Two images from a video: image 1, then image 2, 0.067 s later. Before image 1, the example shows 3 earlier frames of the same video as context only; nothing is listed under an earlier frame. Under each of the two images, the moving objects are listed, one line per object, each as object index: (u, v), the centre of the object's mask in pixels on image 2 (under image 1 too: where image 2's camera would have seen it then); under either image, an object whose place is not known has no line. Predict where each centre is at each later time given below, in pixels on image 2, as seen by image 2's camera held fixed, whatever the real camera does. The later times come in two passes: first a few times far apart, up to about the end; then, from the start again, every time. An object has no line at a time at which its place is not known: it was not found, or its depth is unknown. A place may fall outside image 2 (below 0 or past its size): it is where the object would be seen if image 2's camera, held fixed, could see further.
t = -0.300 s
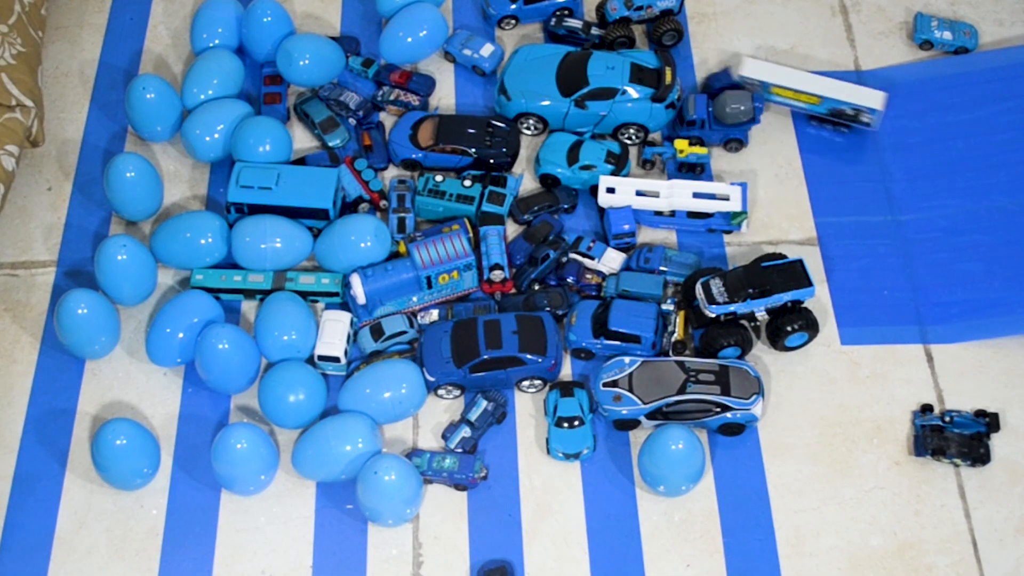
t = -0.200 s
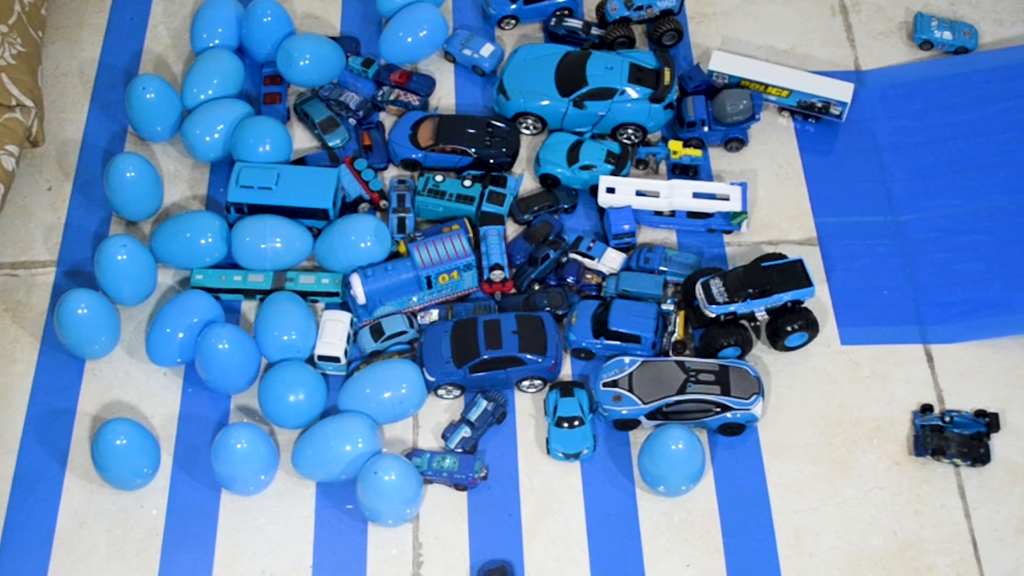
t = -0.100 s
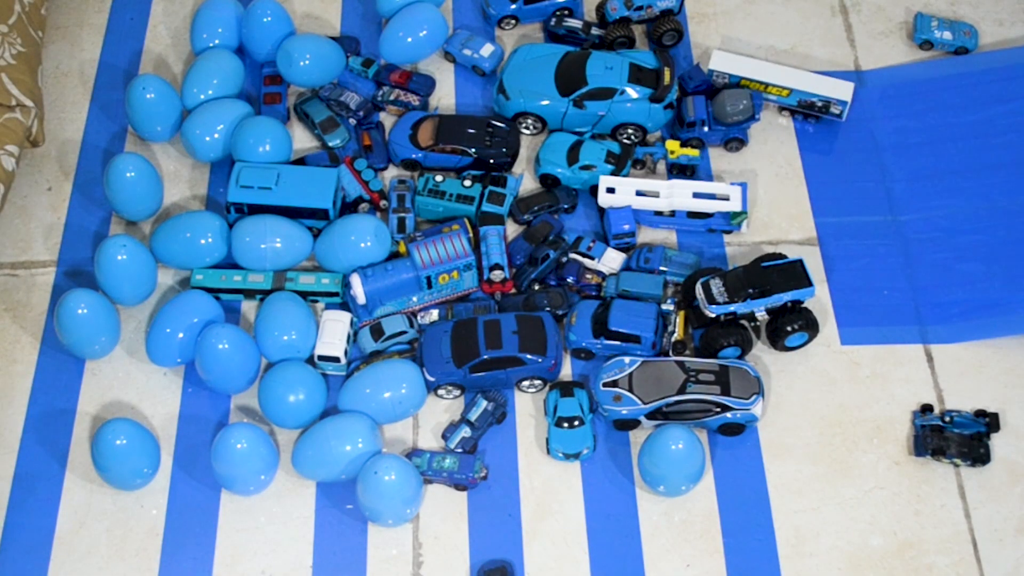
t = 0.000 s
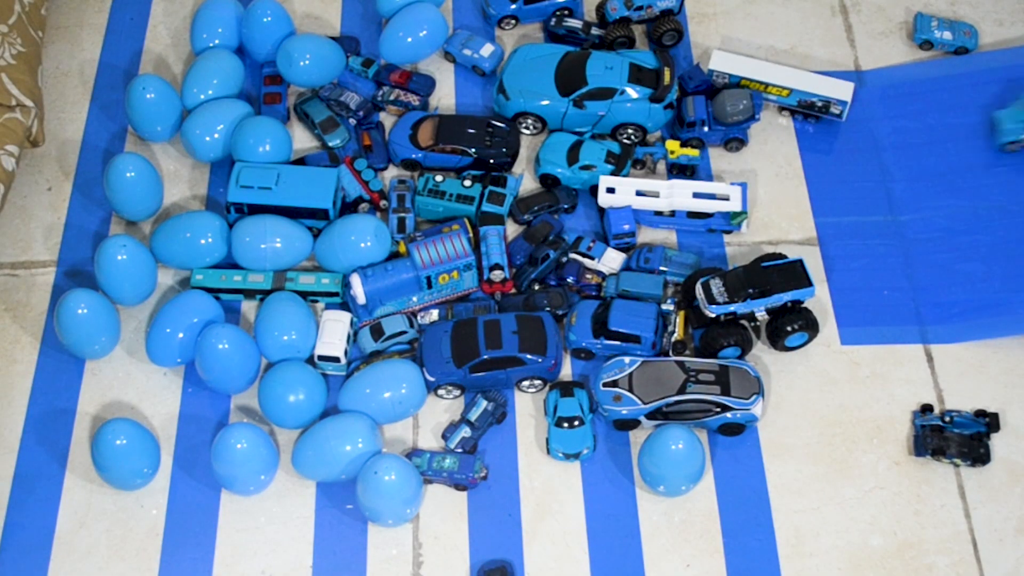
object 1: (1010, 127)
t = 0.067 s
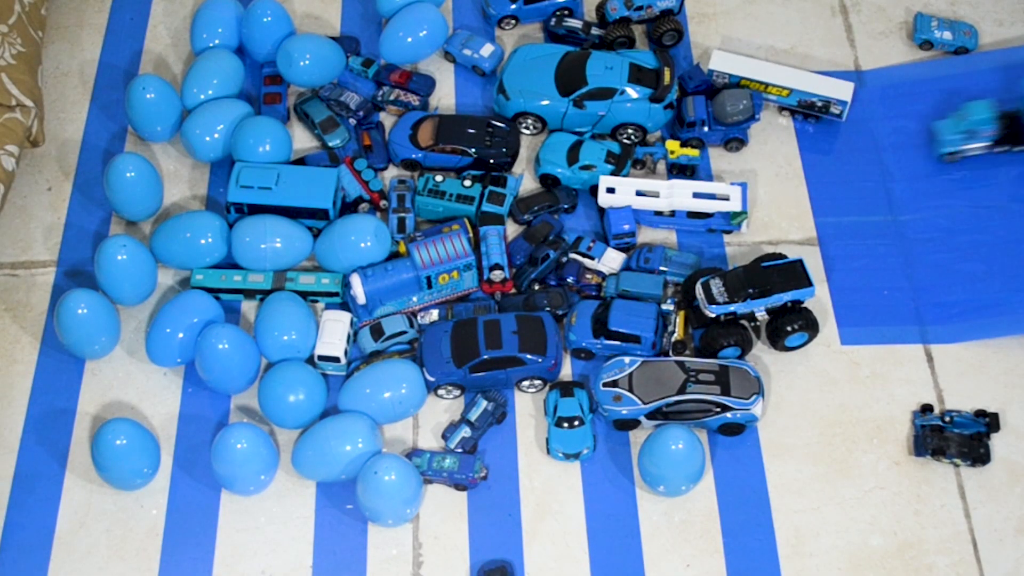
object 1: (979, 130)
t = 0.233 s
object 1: (815, 142)
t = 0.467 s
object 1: (765, 169)
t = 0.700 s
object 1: (765, 169)
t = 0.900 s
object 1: (765, 169)
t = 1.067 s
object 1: (765, 169)
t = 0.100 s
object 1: (966, 128)
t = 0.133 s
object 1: (911, 139)
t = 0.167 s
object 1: (878, 141)
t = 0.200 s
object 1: (852, 140)
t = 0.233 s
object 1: (815, 142)
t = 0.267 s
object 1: (790, 144)
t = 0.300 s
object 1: (783, 148)
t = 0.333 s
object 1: (776, 156)
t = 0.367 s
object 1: (767, 162)
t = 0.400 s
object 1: (764, 165)
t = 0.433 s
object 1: (764, 167)
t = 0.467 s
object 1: (765, 169)
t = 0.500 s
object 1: (765, 169)
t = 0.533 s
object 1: (765, 169)
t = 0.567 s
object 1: (765, 169)
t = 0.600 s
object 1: (765, 169)
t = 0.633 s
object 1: (765, 169)
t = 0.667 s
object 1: (765, 169)
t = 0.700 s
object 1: (765, 169)
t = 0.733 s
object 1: (765, 169)
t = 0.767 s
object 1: (765, 169)
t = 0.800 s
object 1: (765, 169)
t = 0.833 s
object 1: (765, 169)
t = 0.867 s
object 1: (765, 169)
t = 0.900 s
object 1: (765, 169)
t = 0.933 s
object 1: (765, 169)
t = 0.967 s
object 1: (765, 169)
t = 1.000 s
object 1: (765, 169)
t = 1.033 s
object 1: (765, 169)
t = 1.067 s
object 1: (765, 169)
